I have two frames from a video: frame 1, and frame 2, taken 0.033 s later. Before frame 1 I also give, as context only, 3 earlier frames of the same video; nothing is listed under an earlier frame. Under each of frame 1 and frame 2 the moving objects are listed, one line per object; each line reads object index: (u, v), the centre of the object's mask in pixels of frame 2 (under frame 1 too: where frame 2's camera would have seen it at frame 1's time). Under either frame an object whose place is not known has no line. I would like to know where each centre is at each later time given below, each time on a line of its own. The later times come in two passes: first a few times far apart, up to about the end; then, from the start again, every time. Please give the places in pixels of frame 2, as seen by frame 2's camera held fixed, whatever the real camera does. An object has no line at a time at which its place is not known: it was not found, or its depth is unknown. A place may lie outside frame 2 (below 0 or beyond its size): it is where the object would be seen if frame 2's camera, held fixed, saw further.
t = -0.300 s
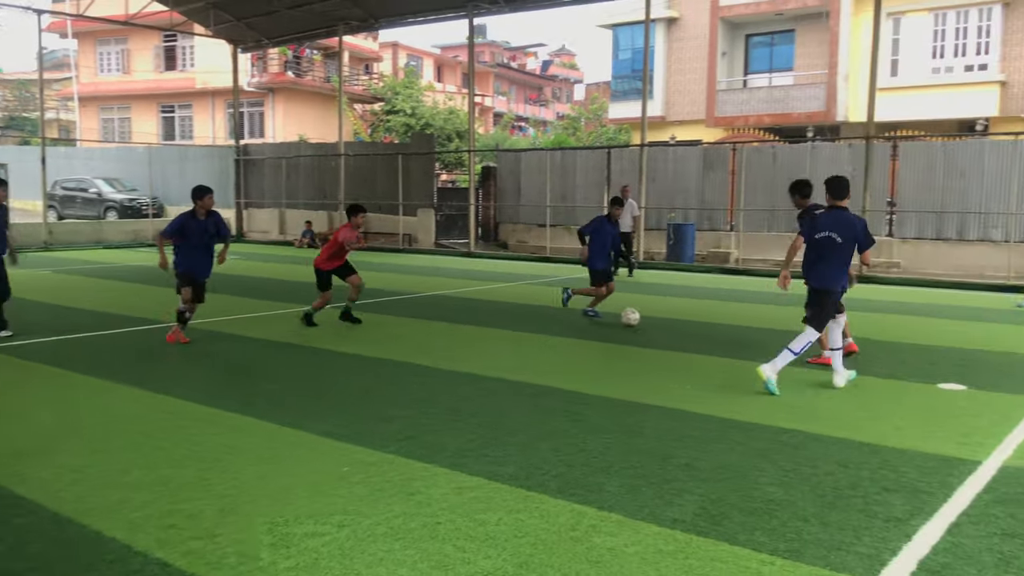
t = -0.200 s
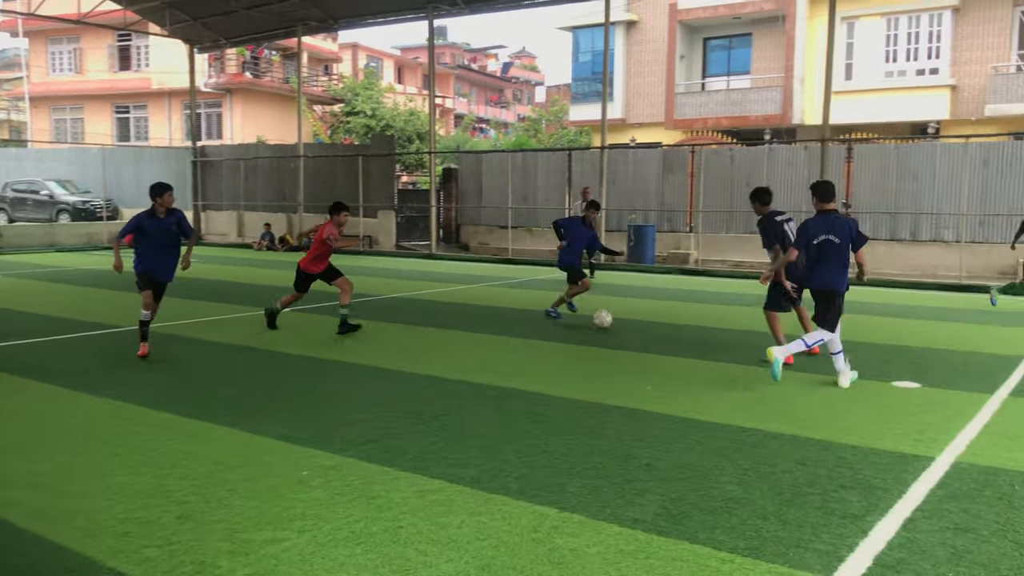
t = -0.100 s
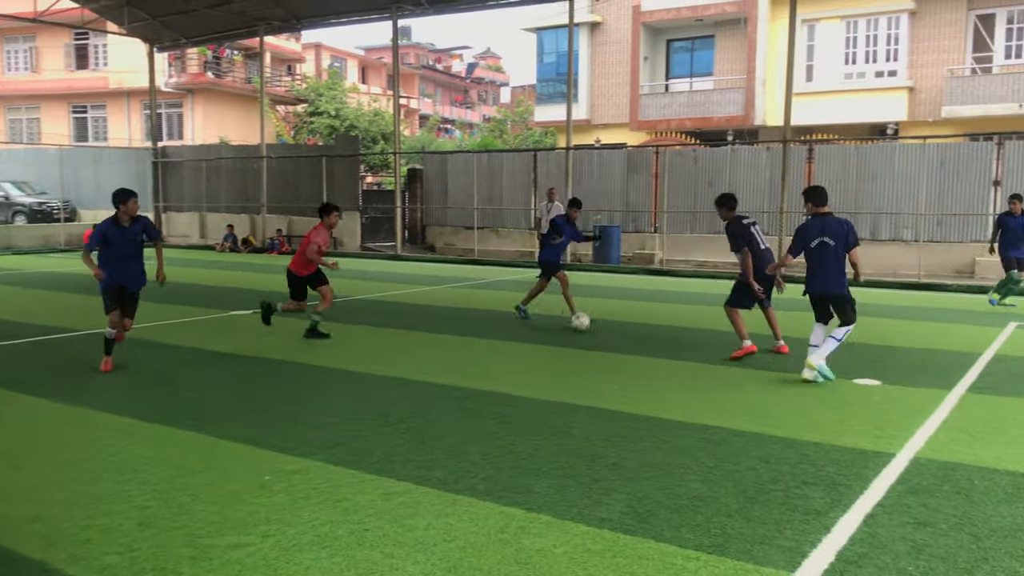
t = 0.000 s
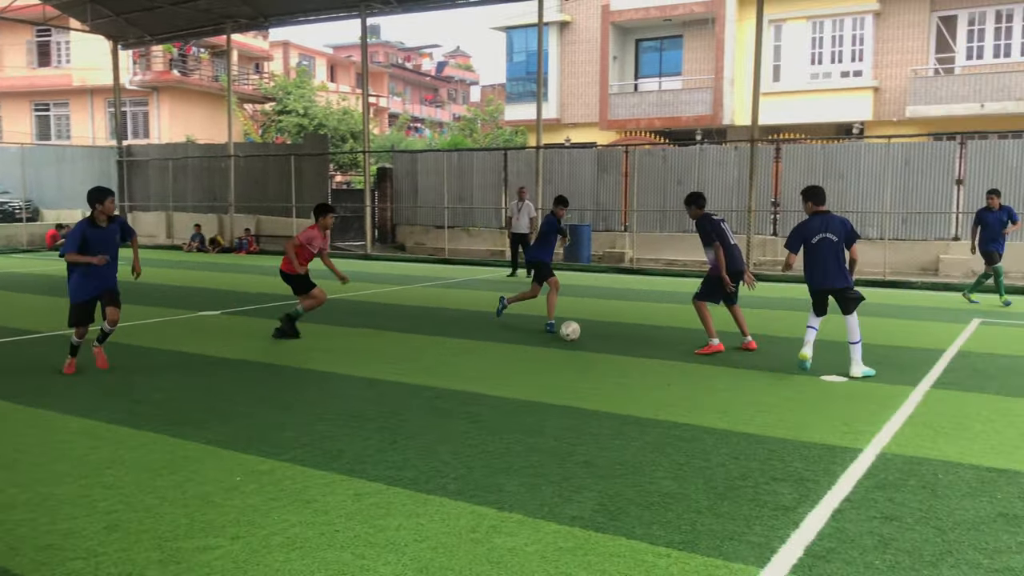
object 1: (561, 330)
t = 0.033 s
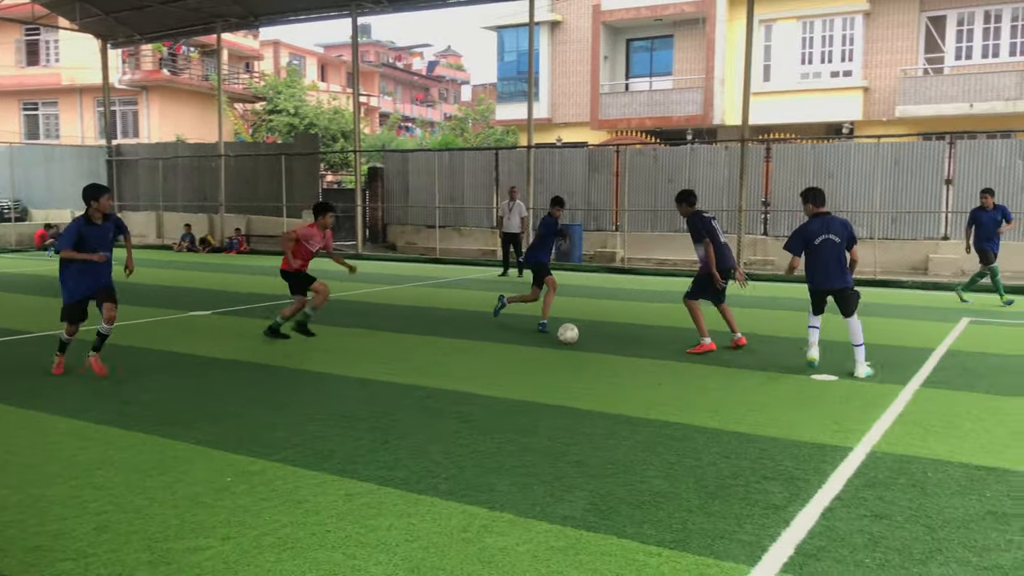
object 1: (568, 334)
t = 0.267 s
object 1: (616, 360)
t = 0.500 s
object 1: (674, 387)
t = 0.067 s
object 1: (575, 337)
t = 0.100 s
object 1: (581, 341)
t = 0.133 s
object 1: (588, 345)
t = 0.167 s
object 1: (594, 348)
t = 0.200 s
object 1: (602, 352)
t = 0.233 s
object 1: (609, 357)
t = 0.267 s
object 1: (616, 360)
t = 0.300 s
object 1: (624, 364)
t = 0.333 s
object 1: (631, 367)
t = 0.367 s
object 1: (639, 371)
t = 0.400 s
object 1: (648, 376)
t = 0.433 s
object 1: (656, 379)
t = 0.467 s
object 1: (664, 383)
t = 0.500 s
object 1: (674, 387)
